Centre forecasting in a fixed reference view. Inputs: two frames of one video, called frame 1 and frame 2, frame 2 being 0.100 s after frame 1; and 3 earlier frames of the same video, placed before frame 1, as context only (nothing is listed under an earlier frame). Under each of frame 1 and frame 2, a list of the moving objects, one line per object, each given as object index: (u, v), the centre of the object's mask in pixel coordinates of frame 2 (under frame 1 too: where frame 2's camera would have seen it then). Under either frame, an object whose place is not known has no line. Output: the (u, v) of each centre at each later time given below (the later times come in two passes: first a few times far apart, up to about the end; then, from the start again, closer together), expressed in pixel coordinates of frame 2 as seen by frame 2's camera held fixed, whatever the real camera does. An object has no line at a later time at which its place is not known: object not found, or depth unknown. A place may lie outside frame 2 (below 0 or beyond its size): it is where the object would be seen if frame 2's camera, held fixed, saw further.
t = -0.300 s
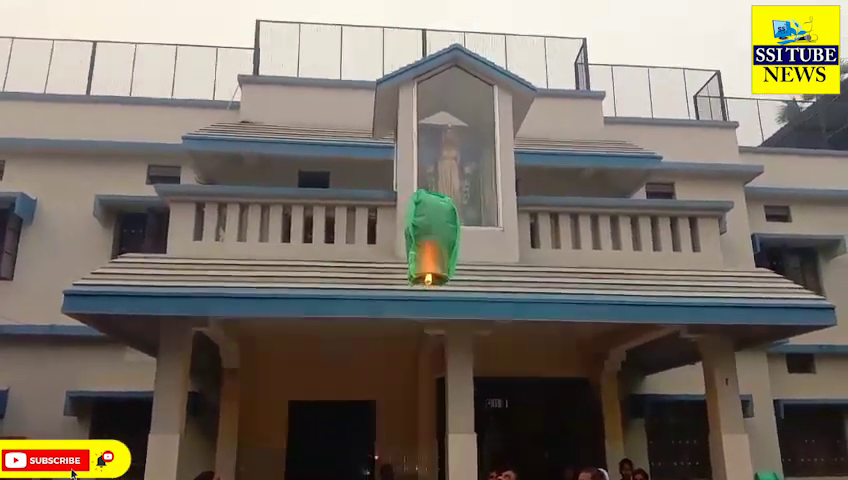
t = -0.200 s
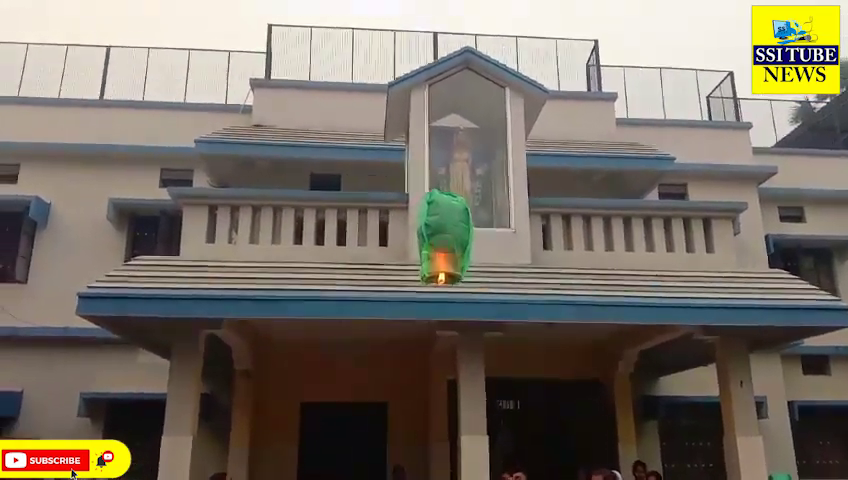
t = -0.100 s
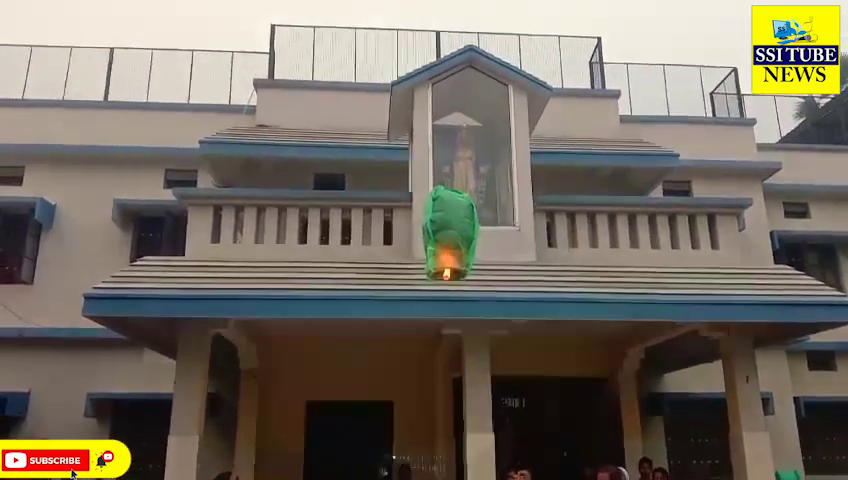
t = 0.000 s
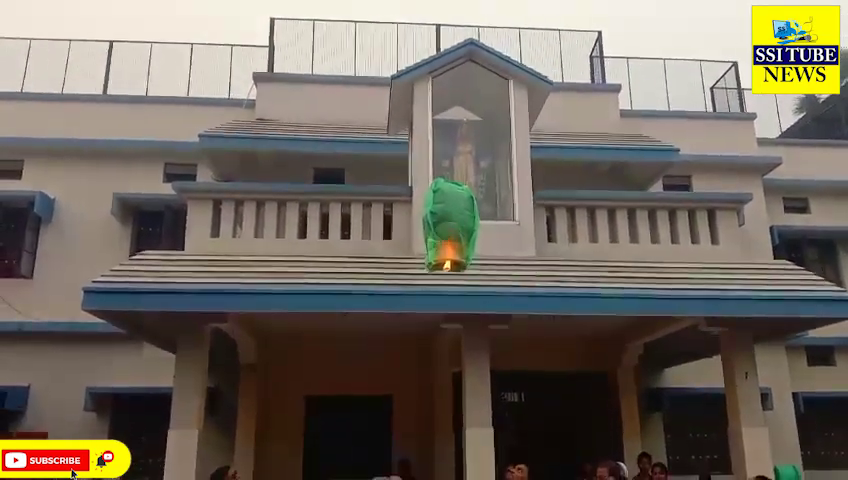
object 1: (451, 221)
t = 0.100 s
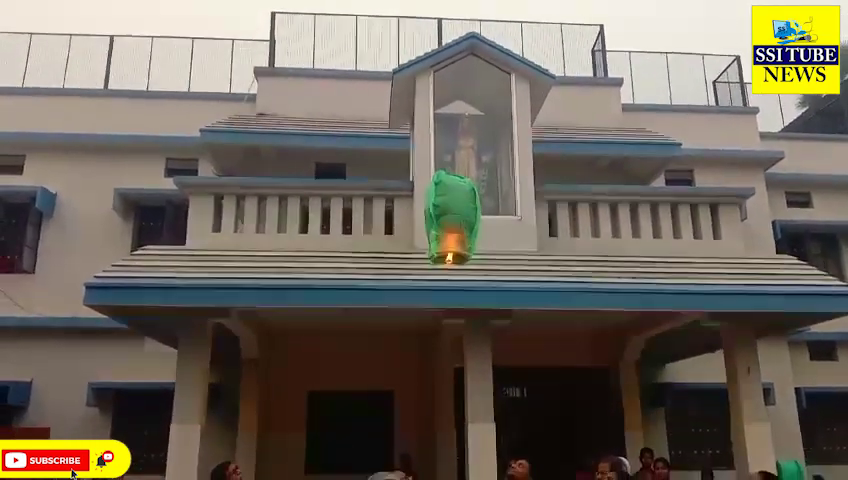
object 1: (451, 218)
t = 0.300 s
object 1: (452, 213)
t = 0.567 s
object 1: (453, 207)
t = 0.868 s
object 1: (454, 200)
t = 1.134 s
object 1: (455, 193)
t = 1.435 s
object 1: (456, 185)
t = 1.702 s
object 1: (457, 179)
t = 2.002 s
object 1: (458, 172)
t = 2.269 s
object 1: (458, 165)
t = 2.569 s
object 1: (459, 157)
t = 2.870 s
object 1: (460, 149)
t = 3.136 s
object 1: (459, 140)
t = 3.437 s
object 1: (459, 131)
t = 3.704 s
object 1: (459, 123)
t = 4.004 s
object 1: (460, 110)
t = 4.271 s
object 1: (460, 102)
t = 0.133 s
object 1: (452, 217)
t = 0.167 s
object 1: (452, 216)
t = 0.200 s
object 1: (452, 215)
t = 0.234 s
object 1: (452, 214)
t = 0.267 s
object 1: (452, 214)
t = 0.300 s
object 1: (452, 213)
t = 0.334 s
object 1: (452, 213)
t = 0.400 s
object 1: (452, 212)
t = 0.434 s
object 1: (453, 211)
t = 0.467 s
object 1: (453, 210)
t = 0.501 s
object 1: (453, 209)
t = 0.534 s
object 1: (453, 208)
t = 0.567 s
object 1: (453, 207)
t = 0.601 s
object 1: (453, 206)
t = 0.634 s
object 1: (453, 205)
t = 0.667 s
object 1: (454, 205)
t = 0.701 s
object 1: (454, 204)
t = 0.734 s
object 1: (454, 203)
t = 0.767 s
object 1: (454, 202)
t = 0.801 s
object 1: (454, 201)
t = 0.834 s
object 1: (454, 201)
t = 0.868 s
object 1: (454, 200)
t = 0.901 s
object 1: (454, 199)
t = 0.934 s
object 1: (455, 198)
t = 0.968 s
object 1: (455, 197)
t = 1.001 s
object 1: (455, 196)
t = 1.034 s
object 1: (455, 196)
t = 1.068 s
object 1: (455, 195)
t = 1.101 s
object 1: (455, 194)
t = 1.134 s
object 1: (455, 193)
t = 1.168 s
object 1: (455, 192)
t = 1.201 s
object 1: (456, 191)
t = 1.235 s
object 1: (456, 190)
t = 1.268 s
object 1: (456, 190)
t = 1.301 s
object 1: (456, 189)
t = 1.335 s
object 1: (456, 188)
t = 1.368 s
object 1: (456, 187)
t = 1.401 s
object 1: (456, 186)
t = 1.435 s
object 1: (456, 185)
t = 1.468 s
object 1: (456, 185)
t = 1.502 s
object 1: (456, 184)
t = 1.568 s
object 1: (457, 183)
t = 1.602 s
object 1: (457, 182)
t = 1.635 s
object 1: (457, 181)
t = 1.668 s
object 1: (457, 180)
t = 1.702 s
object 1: (457, 179)
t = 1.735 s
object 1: (457, 179)
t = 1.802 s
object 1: (457, 177)
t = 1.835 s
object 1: (457, 176)
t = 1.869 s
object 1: (457, 175)
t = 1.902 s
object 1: (458, 174)
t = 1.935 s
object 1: (458, 173)
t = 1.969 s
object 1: (458, 173)
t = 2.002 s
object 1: (458, 172)
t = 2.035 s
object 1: (458, 171)
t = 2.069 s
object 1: (458, 171)
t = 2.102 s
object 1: (458, 170)
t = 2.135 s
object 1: (458, 170)
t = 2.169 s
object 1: (458, 169)
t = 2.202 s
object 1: (458, 167)
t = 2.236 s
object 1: (458, 167)
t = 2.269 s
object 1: (458, 165)
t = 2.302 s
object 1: (458, 163)
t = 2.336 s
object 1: (458, 162)
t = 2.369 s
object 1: (458, 162)
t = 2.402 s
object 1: (458, 161)
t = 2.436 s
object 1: (459, 160)
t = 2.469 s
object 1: (459, 159)
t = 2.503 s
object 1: (459, 158)
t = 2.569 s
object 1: (459, 157)
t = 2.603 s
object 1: (459, 156)
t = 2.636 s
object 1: (459, 156)
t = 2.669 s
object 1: (459, 154)
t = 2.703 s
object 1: (459, 154)
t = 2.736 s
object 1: (459, 153)
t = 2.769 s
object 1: (459, 152)
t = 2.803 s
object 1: (460, 151)
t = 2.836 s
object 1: (460, 150)
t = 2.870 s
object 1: (460, 149)
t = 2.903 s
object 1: (459, 147)
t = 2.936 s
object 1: (459, 146)
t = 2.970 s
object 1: (459, 144)
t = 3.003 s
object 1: (459, 143)
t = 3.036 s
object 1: (459, 142)
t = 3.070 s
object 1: (459, 142)
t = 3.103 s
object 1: (459, 141)
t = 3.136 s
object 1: (459, 140)
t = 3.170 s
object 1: (459, 139)
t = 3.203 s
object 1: (459, 138)
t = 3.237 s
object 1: (459, 137)
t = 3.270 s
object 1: (459, 136)
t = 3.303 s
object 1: (459, 135)
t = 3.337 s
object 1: (459, 134)
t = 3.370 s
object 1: (459, 133)
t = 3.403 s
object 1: (459, 132)
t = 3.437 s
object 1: (459, 131)
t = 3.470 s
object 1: (459, 130)
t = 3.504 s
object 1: (459, 129)
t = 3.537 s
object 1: (459, 128)
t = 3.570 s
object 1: (459, 127)
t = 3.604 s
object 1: (459, 126)
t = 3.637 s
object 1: (459, 125)
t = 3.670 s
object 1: (459, 124)
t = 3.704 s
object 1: (459, 123)
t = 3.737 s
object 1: (459, 122)
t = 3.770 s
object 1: (459, 117)
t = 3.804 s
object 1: (460, 116)
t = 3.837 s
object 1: (460, 115)
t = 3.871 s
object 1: (459, 114)
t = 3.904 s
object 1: (459, 113)
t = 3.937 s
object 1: (459, 112)
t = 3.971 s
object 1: (460, 111)
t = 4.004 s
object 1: (460, 110)
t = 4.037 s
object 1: (460, 109)
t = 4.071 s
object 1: (460, 108)
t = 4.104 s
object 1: (460, 107)
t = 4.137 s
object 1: (460, 106)
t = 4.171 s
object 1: (460, 105)
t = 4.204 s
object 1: (460, 104)
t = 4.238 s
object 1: (460, 103)
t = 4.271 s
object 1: (460, 102)
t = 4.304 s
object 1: (460, 101)
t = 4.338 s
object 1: (460, 100)
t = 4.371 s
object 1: (460, 99)
